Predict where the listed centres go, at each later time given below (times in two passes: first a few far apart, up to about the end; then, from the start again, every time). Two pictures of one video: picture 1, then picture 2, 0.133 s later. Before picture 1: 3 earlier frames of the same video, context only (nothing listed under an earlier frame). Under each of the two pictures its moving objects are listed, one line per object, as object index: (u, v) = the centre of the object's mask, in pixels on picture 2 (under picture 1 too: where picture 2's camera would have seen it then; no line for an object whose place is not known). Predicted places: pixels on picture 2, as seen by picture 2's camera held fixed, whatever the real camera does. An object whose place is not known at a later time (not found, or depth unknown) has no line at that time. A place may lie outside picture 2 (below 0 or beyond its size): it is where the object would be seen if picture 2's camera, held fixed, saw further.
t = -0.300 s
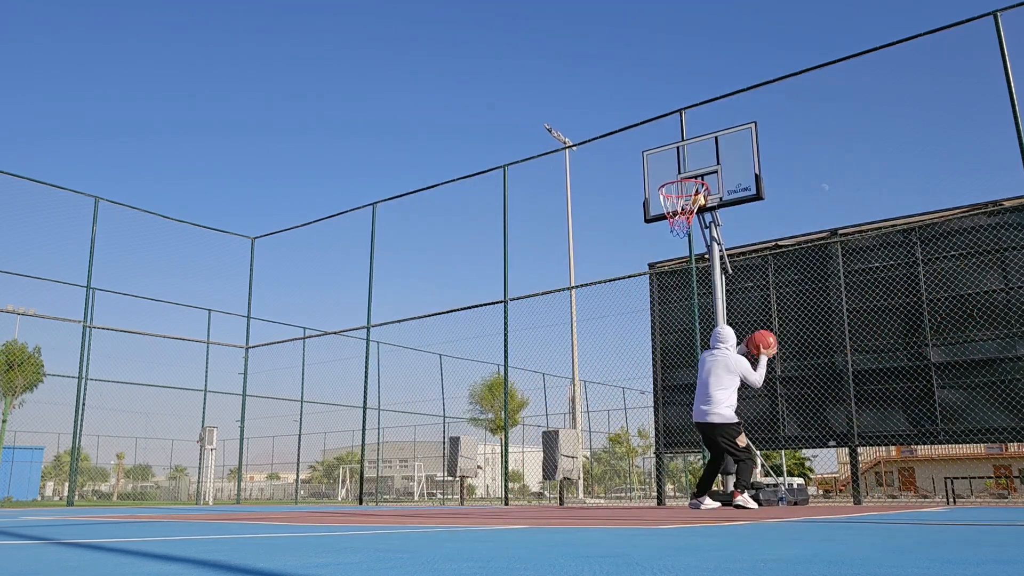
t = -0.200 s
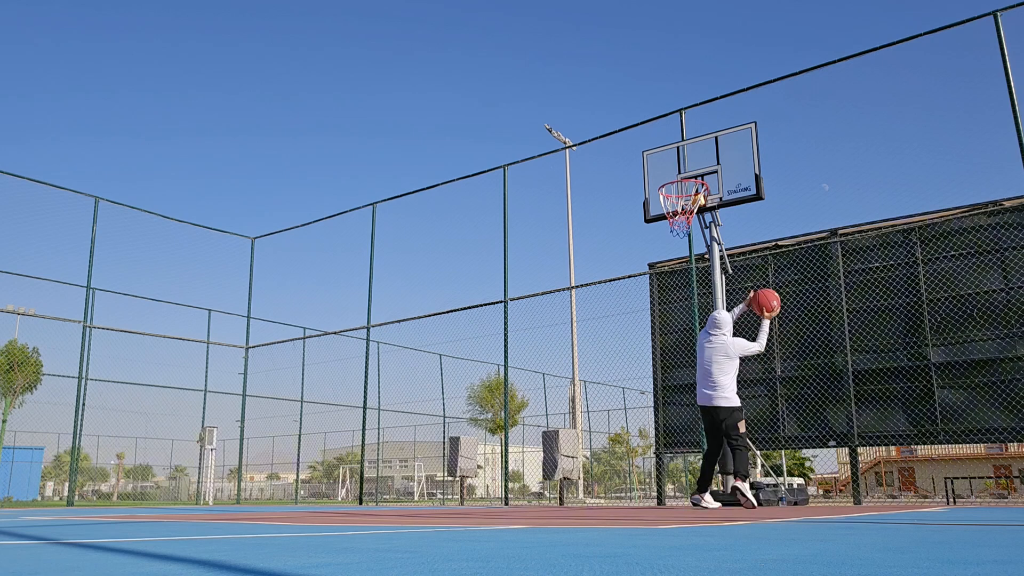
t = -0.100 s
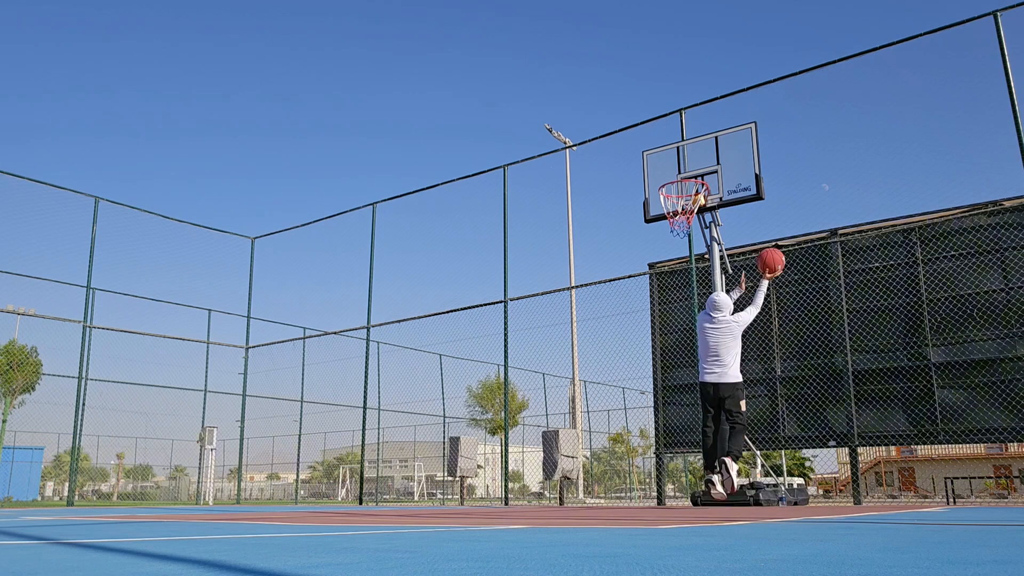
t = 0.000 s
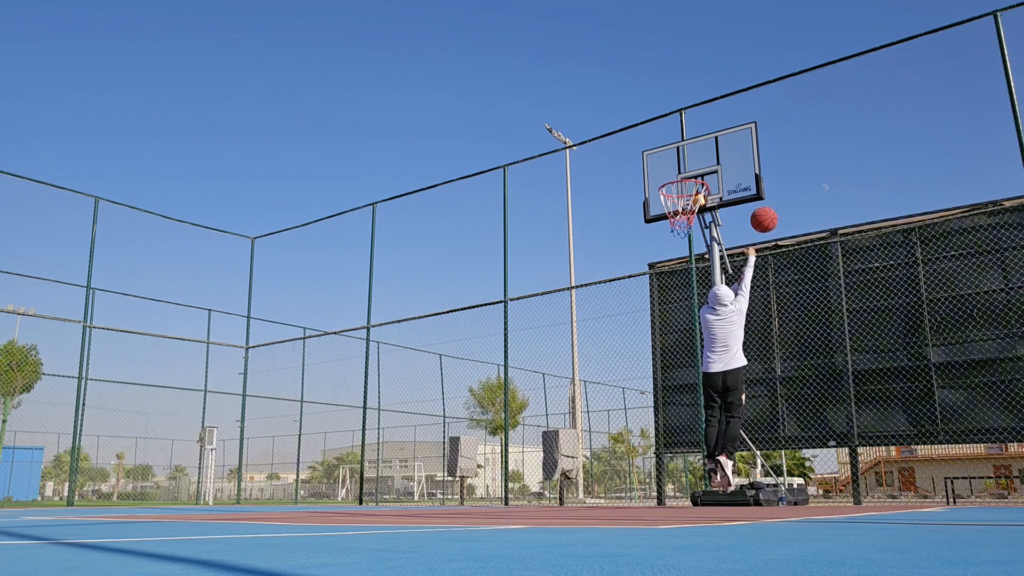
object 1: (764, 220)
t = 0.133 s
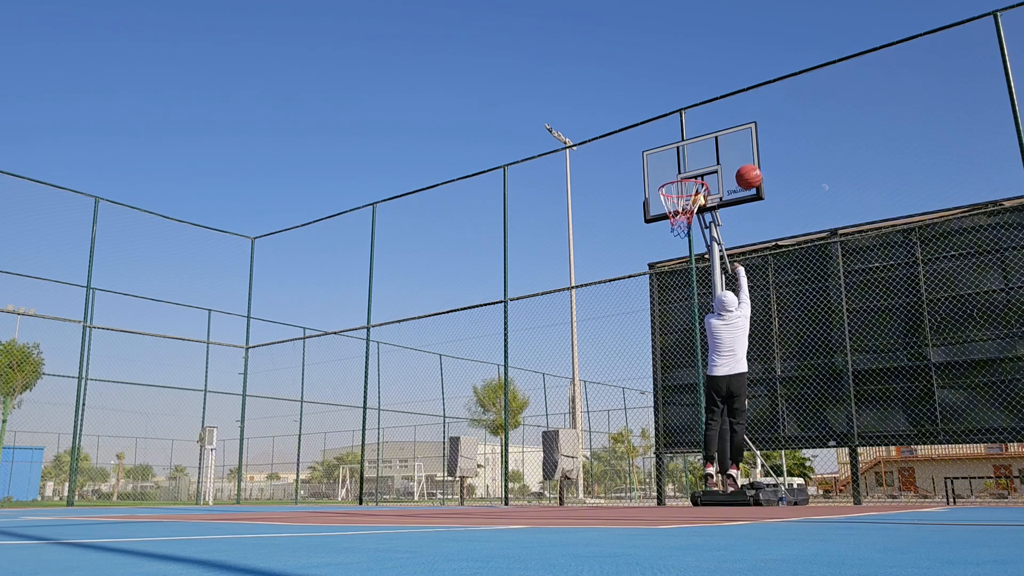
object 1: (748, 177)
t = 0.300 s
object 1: (733, 151)
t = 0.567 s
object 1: (703, 156)
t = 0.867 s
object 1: (681, 216)
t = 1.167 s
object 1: (687, 298)
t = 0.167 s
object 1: (745, 169)
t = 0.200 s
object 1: (741, 163)
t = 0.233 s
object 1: (738, 158)
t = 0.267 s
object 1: (735, 154)
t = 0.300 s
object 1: (733, 151)
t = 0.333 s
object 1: (730, 149)
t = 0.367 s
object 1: (727, 148)
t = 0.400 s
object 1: (723, 146)
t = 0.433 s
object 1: (719, 146)
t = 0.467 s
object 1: (715, 147)
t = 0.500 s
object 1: (711, 149)
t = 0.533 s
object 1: (707, 152)
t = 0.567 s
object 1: (703, 156)
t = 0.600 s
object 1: (700, 160)
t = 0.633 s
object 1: (696, 166)
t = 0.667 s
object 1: (692, 171)
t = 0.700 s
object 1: (688, 181)
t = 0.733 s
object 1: (685, 191)
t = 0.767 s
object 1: (682, 201)
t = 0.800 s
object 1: (681, 207)
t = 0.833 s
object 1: (681, 212)
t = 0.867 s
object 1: (681, 216)
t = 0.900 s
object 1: (681, 222)
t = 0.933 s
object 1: (682, 226)
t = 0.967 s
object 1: (683, 233)
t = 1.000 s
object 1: (683, 241)
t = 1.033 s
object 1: (684, 250)
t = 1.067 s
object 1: (684, 261)
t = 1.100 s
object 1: (685, 272)
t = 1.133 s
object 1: (686, 284)
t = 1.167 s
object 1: (687, 298)
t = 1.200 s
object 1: (687, 313)
